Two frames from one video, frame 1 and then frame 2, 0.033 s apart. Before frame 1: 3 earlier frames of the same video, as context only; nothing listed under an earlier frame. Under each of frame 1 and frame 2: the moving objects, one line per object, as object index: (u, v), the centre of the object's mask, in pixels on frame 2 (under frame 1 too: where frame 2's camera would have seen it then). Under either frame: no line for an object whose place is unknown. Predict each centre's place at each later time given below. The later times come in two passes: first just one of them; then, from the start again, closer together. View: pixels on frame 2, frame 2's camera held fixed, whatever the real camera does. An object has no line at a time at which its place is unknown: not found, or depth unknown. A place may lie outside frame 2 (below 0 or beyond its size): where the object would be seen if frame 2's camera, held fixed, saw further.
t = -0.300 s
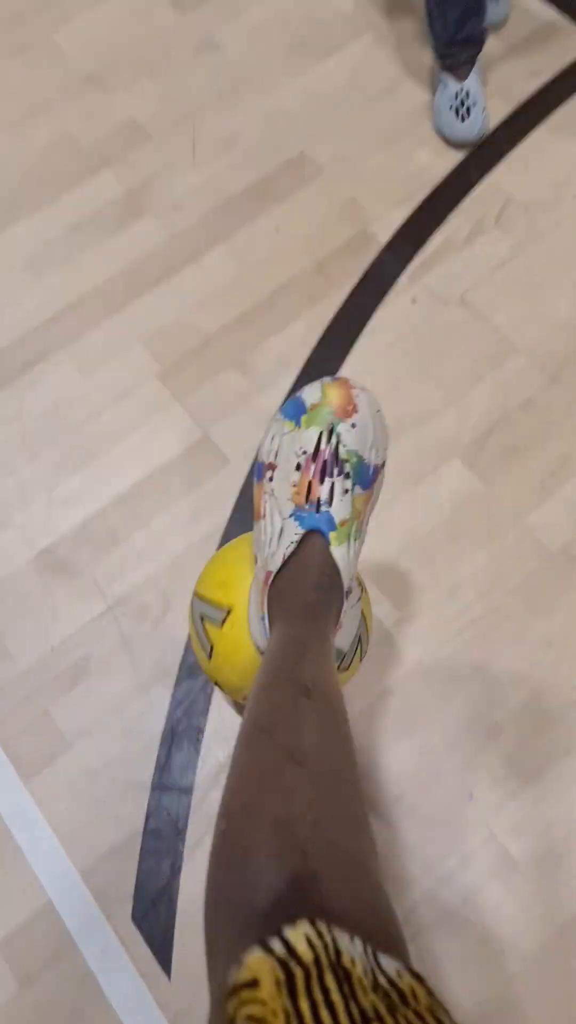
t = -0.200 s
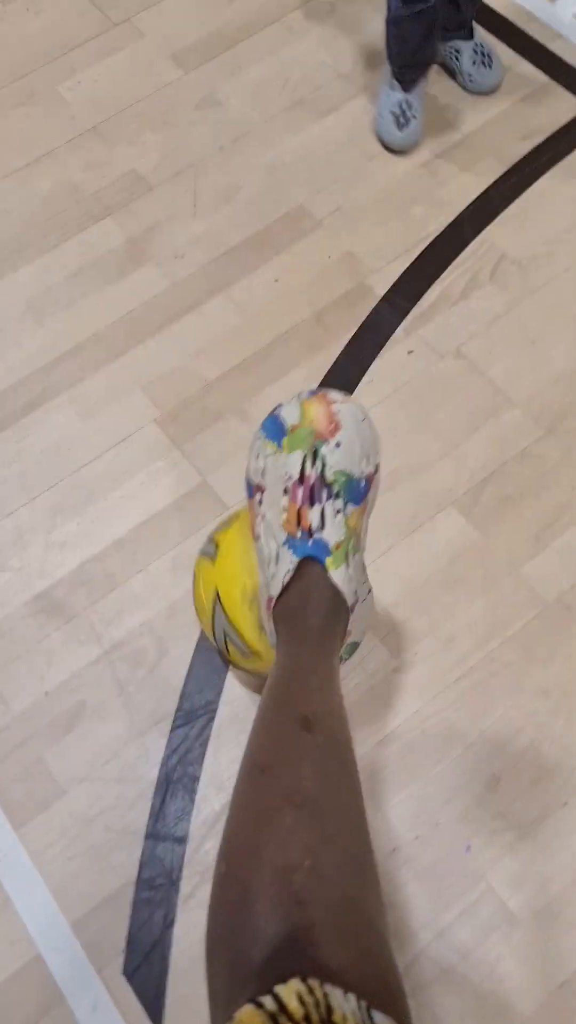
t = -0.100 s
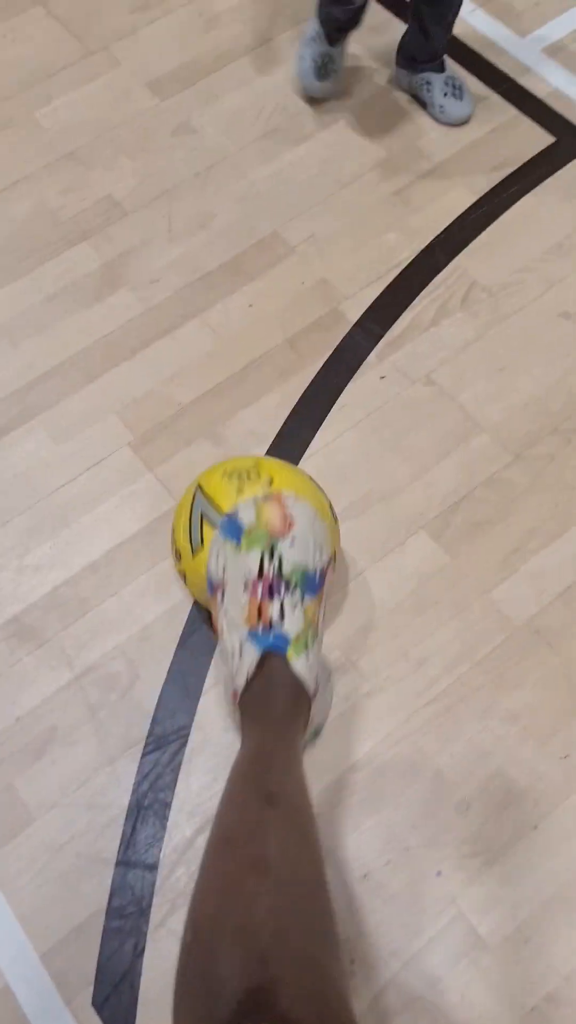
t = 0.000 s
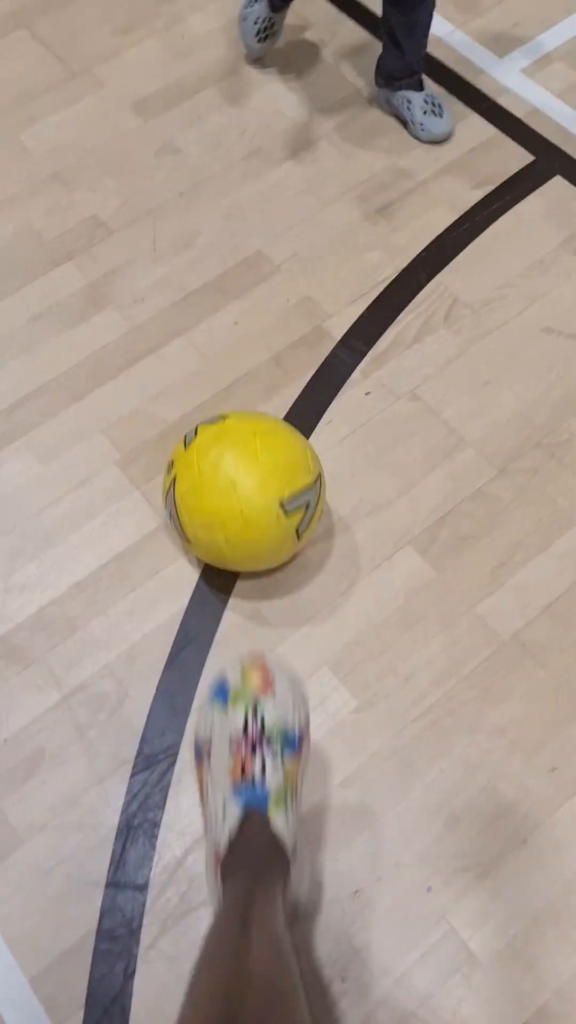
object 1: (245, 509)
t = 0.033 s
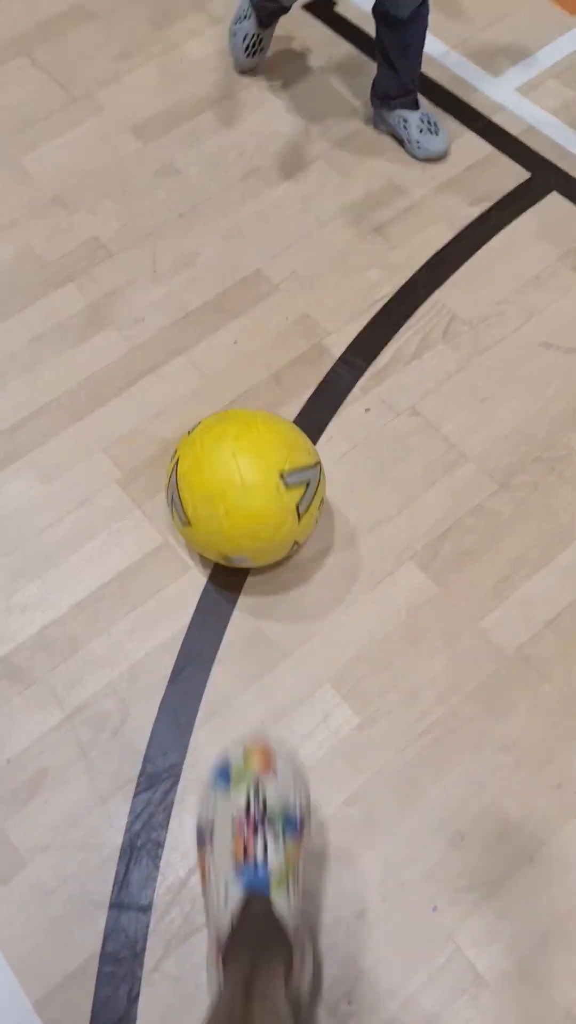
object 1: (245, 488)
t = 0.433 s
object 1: (250, 274)
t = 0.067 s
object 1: (245, 469)
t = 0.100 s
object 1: (245, 449)
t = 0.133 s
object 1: (245, 429)
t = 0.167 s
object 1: (246, 410)
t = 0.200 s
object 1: (246, 390)
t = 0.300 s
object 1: (248, 337)
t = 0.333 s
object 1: (249, 319)
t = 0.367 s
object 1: (248, 304)
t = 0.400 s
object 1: (250, 287)
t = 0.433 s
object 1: (250, 274)
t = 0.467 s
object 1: (251, 258)
